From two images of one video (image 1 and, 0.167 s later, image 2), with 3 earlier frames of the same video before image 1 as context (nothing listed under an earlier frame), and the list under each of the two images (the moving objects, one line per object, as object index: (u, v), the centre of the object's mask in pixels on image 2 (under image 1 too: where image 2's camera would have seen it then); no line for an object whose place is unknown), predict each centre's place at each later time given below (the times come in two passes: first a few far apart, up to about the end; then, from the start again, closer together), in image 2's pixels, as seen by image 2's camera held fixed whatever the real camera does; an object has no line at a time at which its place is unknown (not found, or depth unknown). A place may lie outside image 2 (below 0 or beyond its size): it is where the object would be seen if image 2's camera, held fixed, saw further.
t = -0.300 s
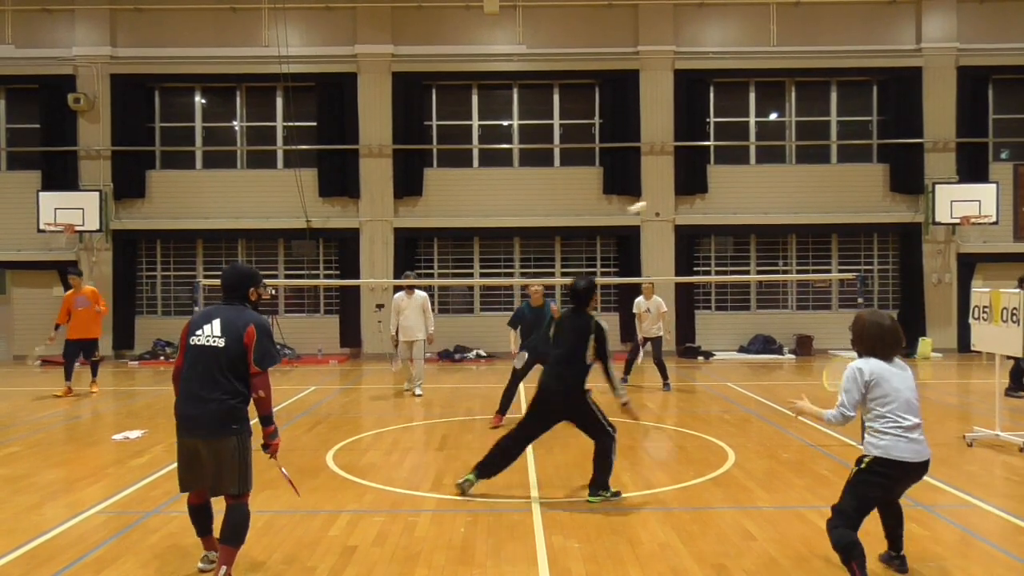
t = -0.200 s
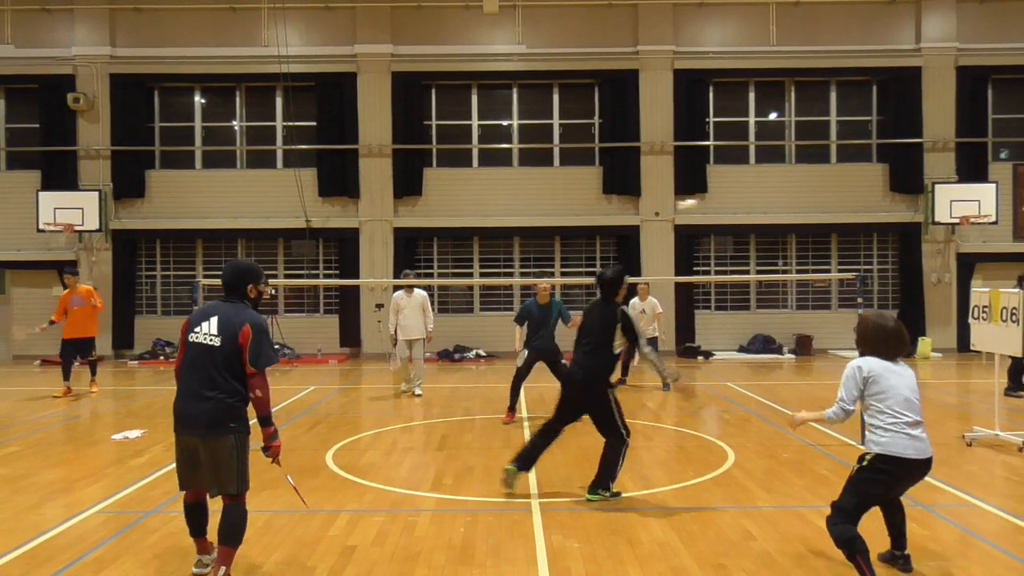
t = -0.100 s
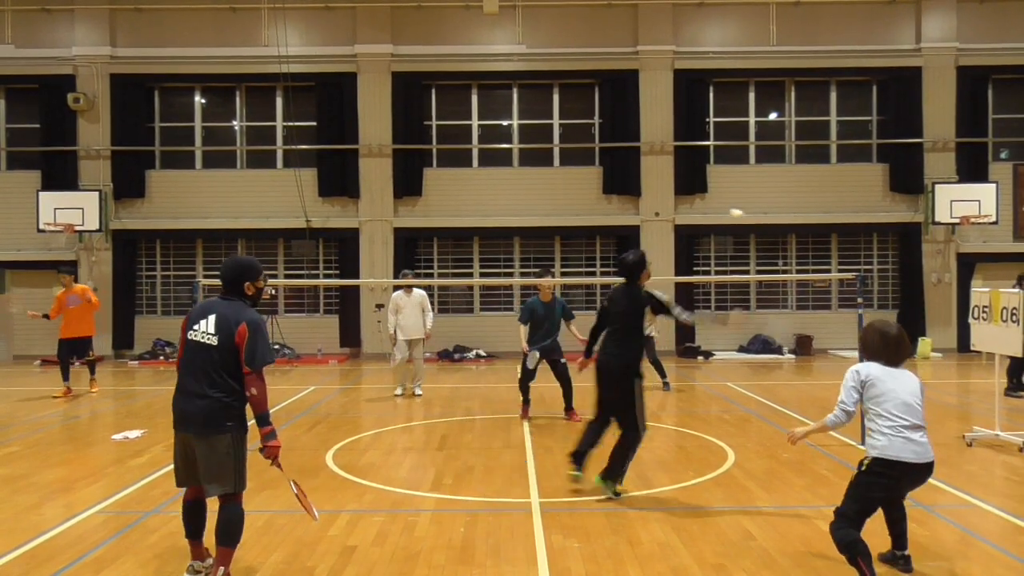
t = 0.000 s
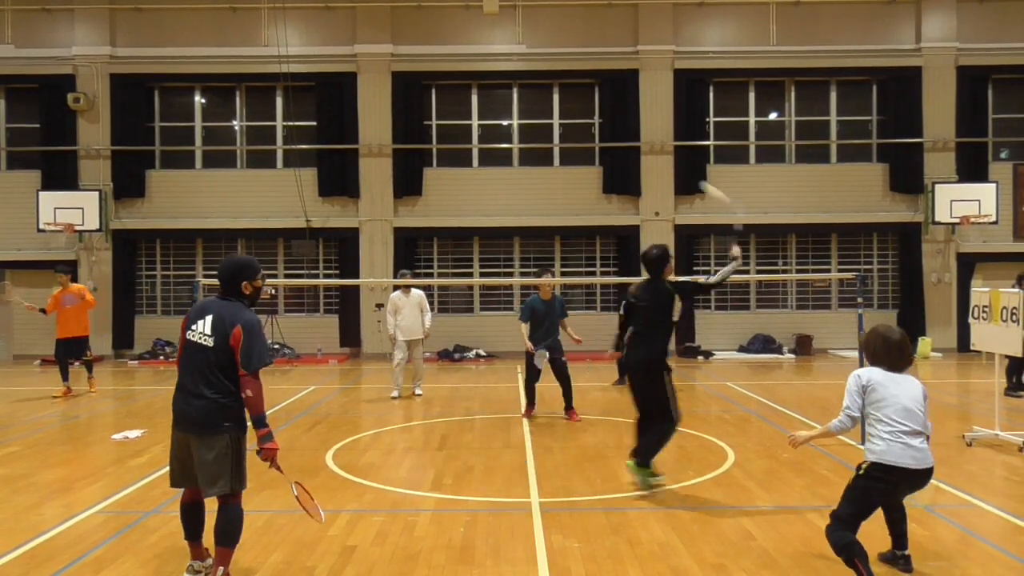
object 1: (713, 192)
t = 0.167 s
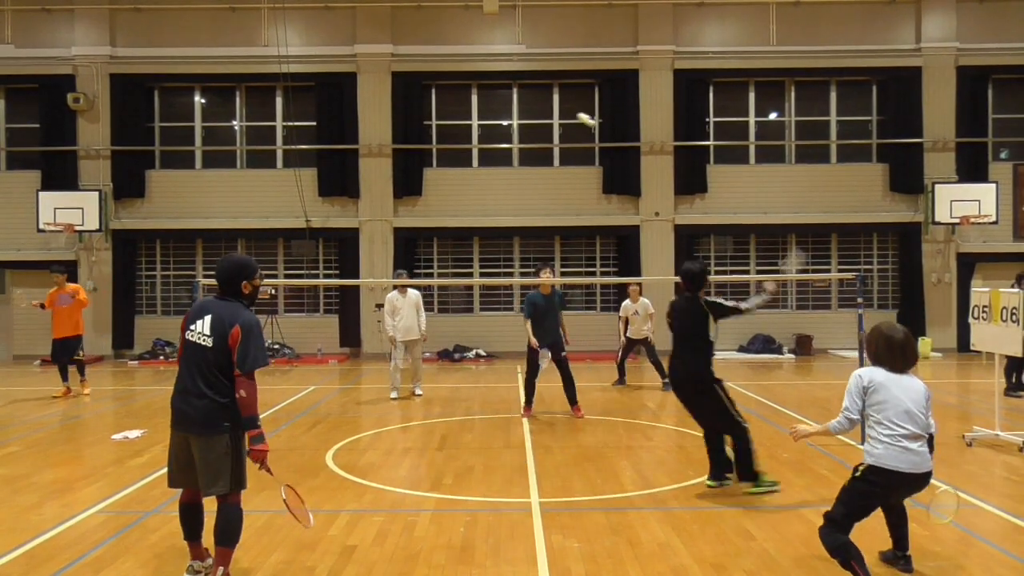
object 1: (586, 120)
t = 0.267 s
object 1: (543, 106)
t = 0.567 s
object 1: (465, 128)
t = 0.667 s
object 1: (449, 148)
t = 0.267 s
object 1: (543, 106)
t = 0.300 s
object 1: (531, 104)
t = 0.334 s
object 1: (521, 104)
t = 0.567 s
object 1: (465, 128)
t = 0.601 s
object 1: (459, 135)
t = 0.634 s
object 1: (454, 141)
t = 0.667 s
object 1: (449, 148)
